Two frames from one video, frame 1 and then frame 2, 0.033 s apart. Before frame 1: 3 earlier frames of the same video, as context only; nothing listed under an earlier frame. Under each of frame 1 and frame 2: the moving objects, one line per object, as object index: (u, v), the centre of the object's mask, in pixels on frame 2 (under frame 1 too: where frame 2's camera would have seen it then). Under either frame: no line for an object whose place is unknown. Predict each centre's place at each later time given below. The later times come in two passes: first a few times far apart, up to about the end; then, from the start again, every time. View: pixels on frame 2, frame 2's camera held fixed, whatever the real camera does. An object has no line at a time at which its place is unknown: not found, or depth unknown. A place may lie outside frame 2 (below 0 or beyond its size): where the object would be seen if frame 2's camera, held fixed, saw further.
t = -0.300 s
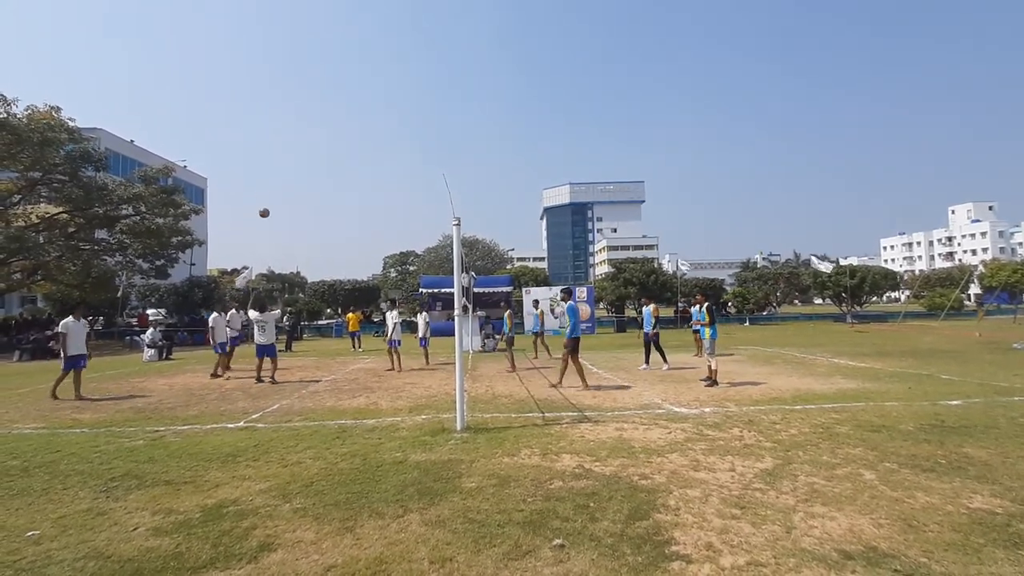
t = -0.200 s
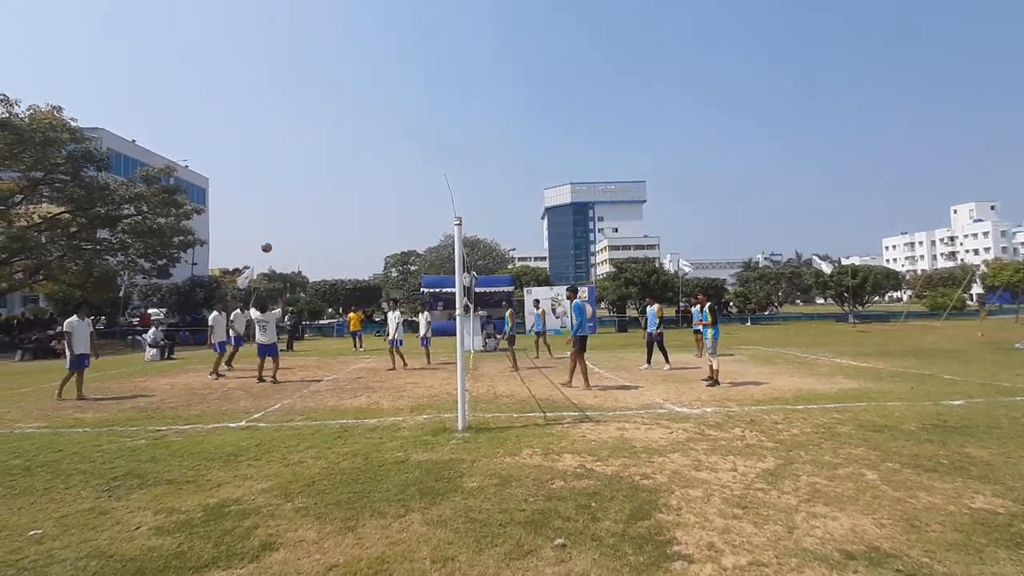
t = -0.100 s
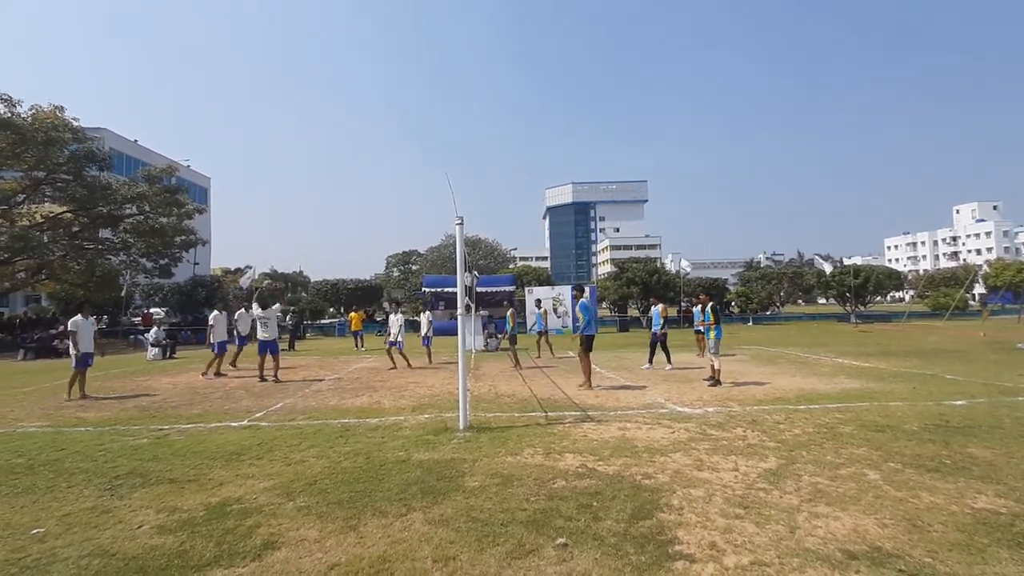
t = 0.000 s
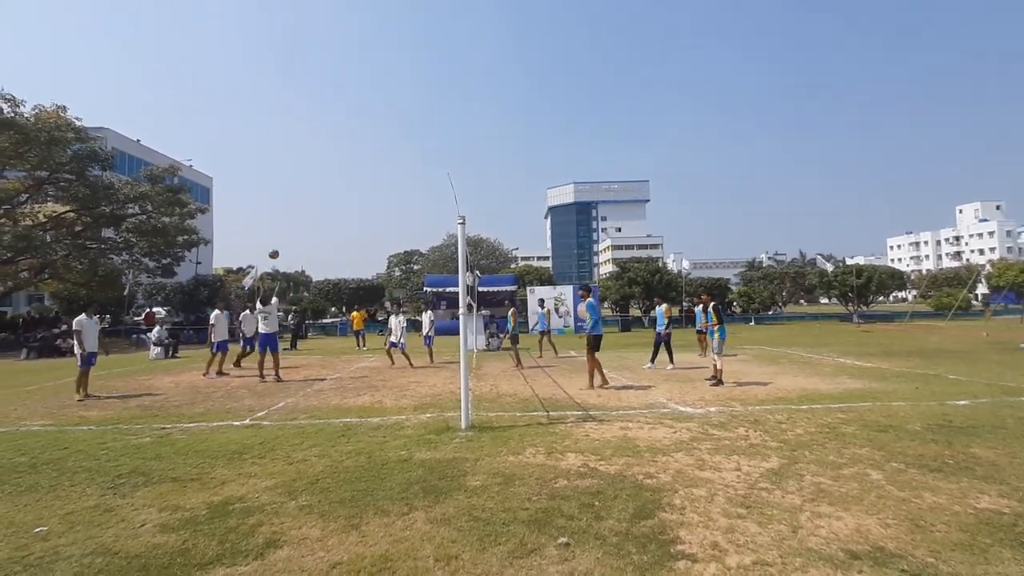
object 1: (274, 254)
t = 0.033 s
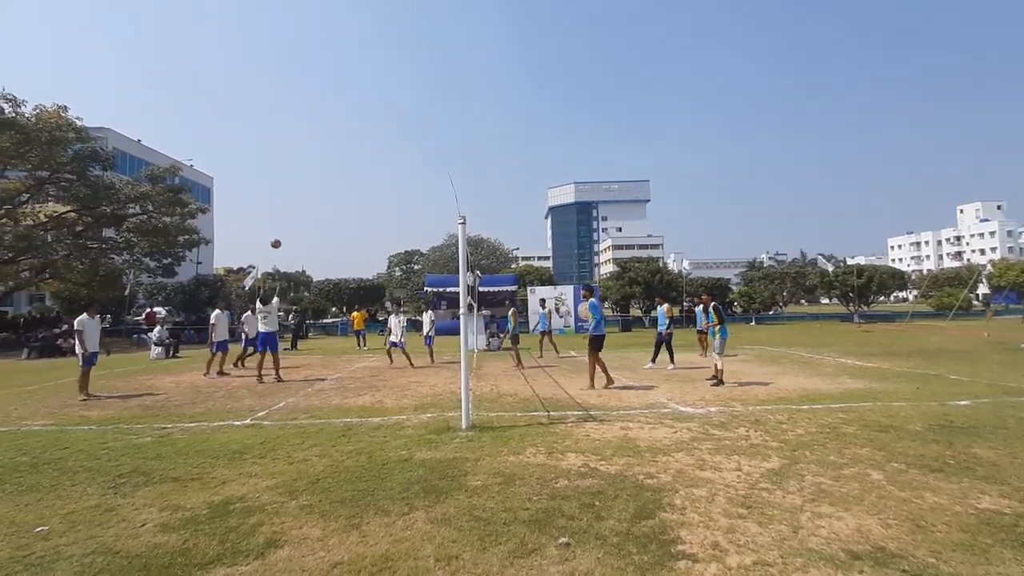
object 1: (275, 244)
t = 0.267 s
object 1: (283, 187)
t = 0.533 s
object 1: (290, 156)
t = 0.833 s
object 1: (294, 160)
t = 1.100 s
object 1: (296, 195)
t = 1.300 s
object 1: (298, 238)
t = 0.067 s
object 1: (277, 233)
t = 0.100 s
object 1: (278, 224)
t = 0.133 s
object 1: (279, 215)
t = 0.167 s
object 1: (280, 208)
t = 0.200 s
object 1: (282, 200)
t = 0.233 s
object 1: (283, 193)
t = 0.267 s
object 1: (283, 187)
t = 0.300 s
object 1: (284, 181)
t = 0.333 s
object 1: (285, 176)
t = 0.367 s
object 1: (286, 171)
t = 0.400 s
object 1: (287, 167)
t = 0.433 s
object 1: (288, 164)
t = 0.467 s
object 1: (289, 161)
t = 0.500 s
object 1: (289, 158)
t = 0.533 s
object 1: (290, 156)
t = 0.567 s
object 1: (290, 155)
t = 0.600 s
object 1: (291, 154)
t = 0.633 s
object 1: (292, 153)
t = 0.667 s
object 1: (292, 153)
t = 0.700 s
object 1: (293, 154)
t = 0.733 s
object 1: (293, 155)
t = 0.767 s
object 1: (293, 156)
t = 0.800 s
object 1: (294, 158)
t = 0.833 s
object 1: (294, 160)
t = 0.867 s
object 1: (294, 163)
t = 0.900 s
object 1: (294, 166)
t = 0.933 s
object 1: (295, 170)
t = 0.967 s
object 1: (295, 174)
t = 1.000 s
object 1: (295, 178)
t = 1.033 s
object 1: (296, 183)
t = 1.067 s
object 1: (296, 189)
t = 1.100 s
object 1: (296, 195)
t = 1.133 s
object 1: (297, 201)
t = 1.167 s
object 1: (297, 208)
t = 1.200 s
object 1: (297, 215)
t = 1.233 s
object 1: (297, 222)
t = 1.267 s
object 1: (297, 230)
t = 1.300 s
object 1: (298, 238)
